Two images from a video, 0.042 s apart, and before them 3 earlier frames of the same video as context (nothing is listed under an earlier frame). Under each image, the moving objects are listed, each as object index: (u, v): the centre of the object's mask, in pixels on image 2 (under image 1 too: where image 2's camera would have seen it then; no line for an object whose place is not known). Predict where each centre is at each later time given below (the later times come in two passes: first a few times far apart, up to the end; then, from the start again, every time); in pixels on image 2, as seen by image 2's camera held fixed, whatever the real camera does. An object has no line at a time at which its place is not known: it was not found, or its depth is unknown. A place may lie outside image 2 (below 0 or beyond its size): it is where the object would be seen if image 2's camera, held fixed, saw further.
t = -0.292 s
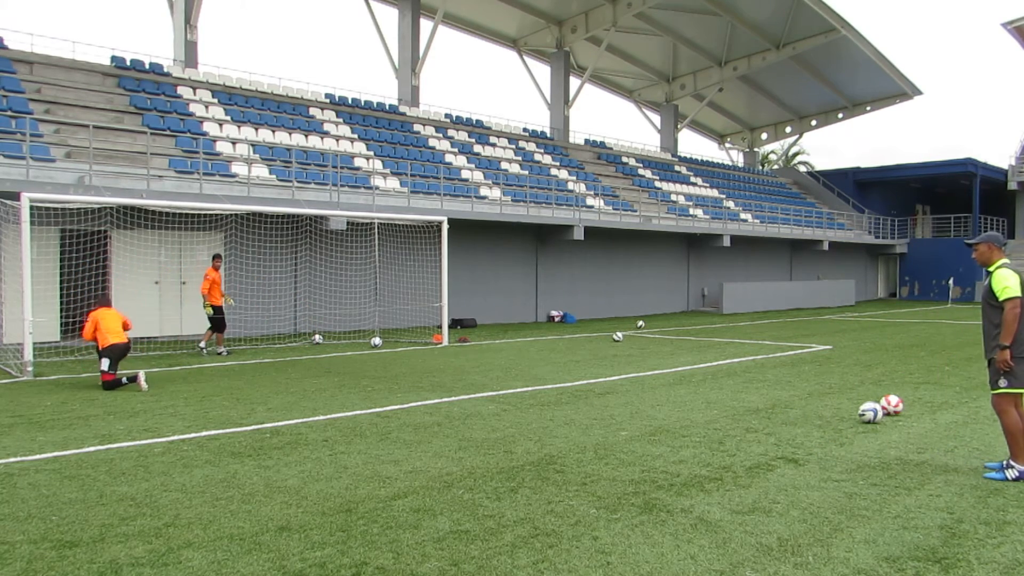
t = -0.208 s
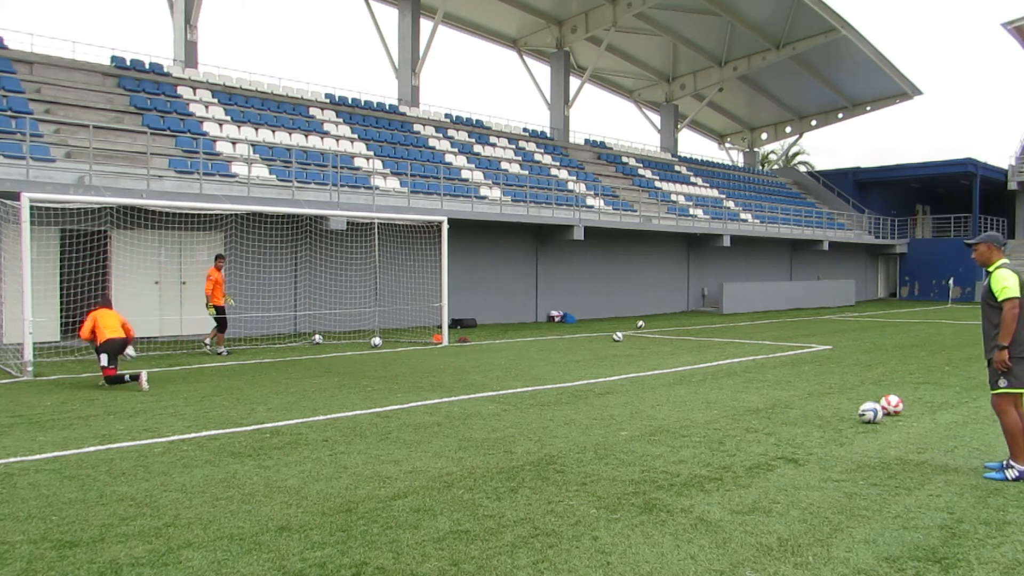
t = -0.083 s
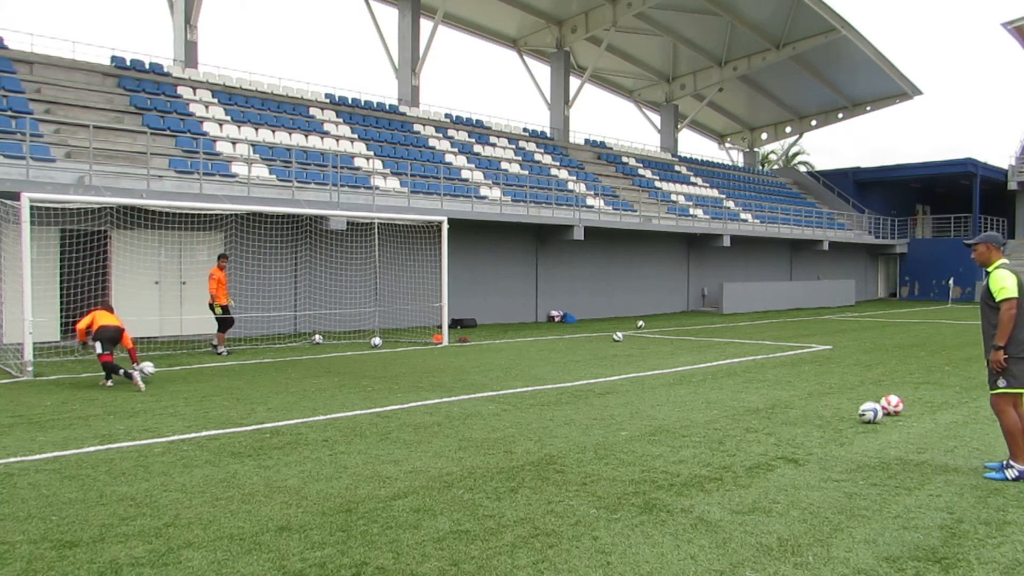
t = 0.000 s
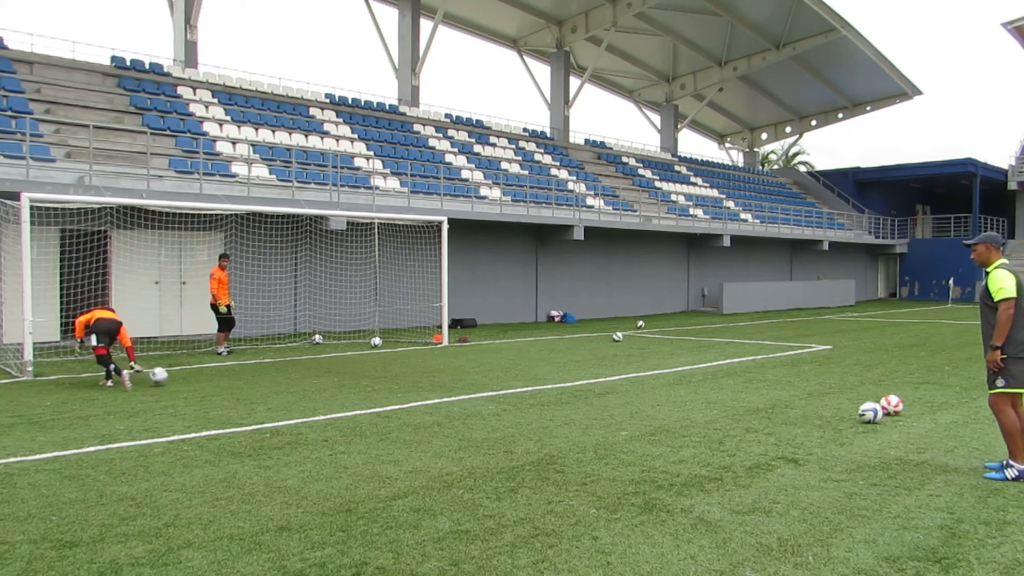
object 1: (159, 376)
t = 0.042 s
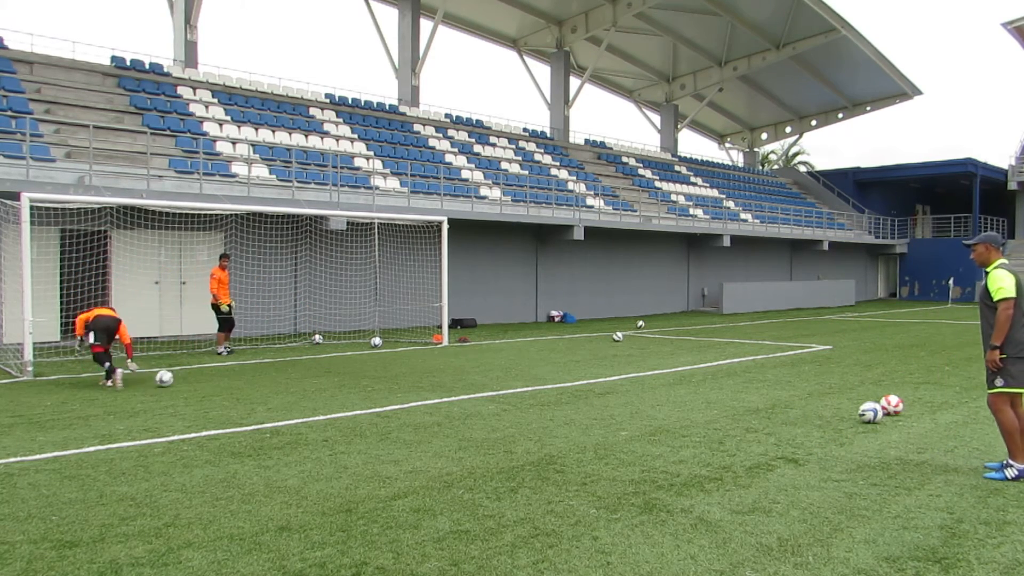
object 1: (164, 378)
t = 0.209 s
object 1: (179, 378)
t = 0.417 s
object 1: (198, 383)
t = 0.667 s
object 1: (224, 391)
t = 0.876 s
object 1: (245, 396)
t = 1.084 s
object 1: (268, 400)
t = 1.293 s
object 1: (291, 404)
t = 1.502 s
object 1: (314, 409)
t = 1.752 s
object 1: (344, 415)
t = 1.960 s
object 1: (369, 421)
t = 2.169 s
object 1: (394, 426)
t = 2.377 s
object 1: (420, 432)
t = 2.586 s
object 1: (447, 437)
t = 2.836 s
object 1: (479, 444)
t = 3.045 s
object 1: (505, 449)
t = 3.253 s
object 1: (531, 454)
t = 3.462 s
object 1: (555, 459)
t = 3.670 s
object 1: (578, 464)
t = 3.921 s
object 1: (604, 470)
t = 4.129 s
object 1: (623, 474)
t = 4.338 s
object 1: (641, 479)
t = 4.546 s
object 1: (657, 482)
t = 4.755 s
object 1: (670, 485)
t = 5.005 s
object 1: (683, 488)
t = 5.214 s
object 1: (692, 491)
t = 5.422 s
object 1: (700, 492)
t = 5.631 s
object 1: (704, 493)
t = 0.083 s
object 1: (168, 376)
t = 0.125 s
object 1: (171, 375)
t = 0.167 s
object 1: (175, 376)
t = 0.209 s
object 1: (179, 378)
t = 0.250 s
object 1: (183, 382)
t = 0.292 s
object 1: (187, 382)
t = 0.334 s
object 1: (190, 382)
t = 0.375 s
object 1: (194, 381)
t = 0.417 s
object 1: (198, 383)
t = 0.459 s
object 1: (203, 386)
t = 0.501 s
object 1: (207, 387)
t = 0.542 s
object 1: (211, 386)
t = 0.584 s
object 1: (215, 387)
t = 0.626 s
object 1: (219, 389)
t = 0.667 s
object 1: (224, 391)
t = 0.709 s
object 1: (228, 391)
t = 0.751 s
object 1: (232, 393)
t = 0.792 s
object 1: (237, 394)
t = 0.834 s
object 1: (241, 394)
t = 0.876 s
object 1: (245, 396)
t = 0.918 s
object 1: (250, 396)
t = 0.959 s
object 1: (254, 397)
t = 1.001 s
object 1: (258, 398)
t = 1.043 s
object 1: (263, 398)
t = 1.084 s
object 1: (268, 400)
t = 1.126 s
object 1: (272, 400)
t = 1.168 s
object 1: (277, 401)
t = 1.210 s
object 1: (282, 402)
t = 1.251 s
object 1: (286, 403)
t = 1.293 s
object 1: (291, 404)
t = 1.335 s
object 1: (296, 405)
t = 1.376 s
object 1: (300, 407)
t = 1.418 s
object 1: (305, 407)
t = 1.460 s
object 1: (310, 408)
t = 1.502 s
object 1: (314, 409)
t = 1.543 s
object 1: (319, 410)
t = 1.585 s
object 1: (324, 412)
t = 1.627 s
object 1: (329, 412)
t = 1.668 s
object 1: (333, 414)
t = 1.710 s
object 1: (339, 414)
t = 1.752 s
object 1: (344, 415)
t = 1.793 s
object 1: (349, 417)
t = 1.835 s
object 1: (354, 418)
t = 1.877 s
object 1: (358, 419)
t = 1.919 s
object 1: (363, 420)
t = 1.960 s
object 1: (369, 421)
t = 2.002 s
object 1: (374, 421)
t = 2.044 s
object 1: (378, 423)
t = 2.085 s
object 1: (384, 424)
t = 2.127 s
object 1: (389, 425)
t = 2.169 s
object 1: (394, 426)
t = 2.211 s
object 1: (400, 427)
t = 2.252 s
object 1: (404, 428)
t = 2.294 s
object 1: (410, 429)
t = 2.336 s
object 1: (414, 430)
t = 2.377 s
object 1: (420, 432)
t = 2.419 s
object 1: (425, 432)
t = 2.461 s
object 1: (431, 434)
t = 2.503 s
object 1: (436, 435)
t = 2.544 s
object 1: (441, 436)
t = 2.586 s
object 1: (447, 437)
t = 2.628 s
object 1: (452, 439)
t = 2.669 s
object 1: (457, 440)
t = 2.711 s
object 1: (463, 440)
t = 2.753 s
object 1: (468, 442)
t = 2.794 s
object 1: (473, 443)
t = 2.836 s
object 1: (479, 444)
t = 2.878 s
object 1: (484, 445)
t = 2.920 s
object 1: (489, 446)
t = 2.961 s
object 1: (494, 447)
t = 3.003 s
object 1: (500, 448)
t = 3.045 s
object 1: (505, 449)
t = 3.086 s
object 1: (511, 450)
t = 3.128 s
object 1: (515, 451)
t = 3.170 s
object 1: (521, 452)
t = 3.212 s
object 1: (526, 453)
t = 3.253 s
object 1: (531, 454)
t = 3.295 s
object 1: (535, 455)
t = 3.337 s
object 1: (540, 456)
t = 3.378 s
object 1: (545, 457)
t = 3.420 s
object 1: (550, 458)
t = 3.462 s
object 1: (555, 459)
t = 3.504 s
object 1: (560, 460)
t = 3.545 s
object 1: (564, 461)
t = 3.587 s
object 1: (569, 462)
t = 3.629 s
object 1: (574, 463)
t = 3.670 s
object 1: (578, 464)
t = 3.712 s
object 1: (582, 465)
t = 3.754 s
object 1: (587, 466)
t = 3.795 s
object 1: (591, 467)
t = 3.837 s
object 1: (595, 468)
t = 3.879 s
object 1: (600, 469)
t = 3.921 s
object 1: (604, 470)
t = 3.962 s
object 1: (607, 471)
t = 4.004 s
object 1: (611, 471)
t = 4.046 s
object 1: (616, 473)
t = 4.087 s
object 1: (619, 473)
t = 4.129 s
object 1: (623, 474)
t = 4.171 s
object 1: (627, 475)
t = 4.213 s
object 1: (631, 476)
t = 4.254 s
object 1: (635, 477)
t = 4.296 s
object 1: (638, 478)
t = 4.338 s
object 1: (641, 479)
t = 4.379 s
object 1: (645, 479)
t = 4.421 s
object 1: (648, 480)
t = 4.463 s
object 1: (651, 481)
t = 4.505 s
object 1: (654, 482)
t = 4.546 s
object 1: (657, 482)
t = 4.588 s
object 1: (660, 483)
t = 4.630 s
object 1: (663, 484)
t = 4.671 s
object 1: (666, 484)
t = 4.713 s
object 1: (668, 485)
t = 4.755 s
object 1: (670, 485)
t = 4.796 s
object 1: (673, 486)
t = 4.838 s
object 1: (675, 487)
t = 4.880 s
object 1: (677, 487)
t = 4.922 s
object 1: (679, 487)
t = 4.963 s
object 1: (681, 488)
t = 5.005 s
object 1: (683, 488)
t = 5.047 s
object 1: (685, 489)
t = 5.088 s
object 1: (687, 489)
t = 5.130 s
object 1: (689, 490)
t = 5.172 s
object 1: (690, 490)
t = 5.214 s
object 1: (692, 491)
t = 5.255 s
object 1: (694, 491)
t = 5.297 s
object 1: (696, 492)
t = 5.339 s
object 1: (697, 492)
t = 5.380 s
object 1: (699, 492)
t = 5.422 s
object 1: (700, 492)
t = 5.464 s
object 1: (701, 492)
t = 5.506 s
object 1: (702, 493)
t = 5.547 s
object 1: (703, 493)
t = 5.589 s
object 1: (703, 493)
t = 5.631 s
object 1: (704, 493)
